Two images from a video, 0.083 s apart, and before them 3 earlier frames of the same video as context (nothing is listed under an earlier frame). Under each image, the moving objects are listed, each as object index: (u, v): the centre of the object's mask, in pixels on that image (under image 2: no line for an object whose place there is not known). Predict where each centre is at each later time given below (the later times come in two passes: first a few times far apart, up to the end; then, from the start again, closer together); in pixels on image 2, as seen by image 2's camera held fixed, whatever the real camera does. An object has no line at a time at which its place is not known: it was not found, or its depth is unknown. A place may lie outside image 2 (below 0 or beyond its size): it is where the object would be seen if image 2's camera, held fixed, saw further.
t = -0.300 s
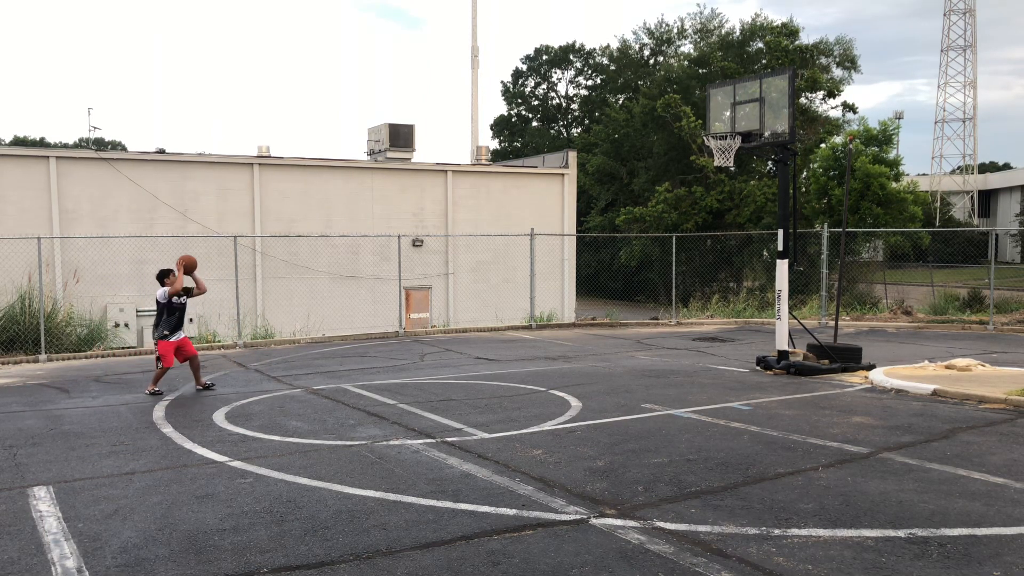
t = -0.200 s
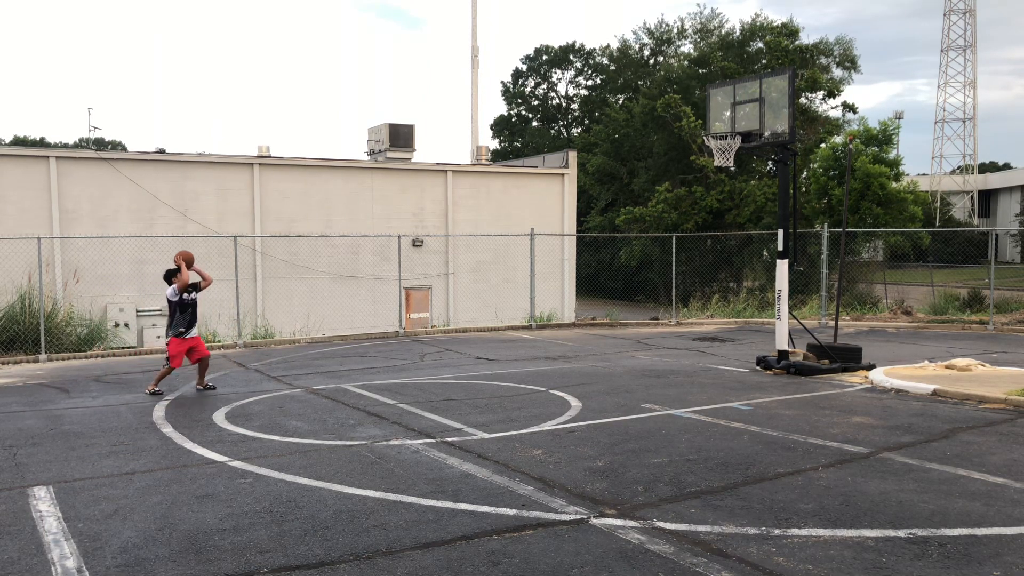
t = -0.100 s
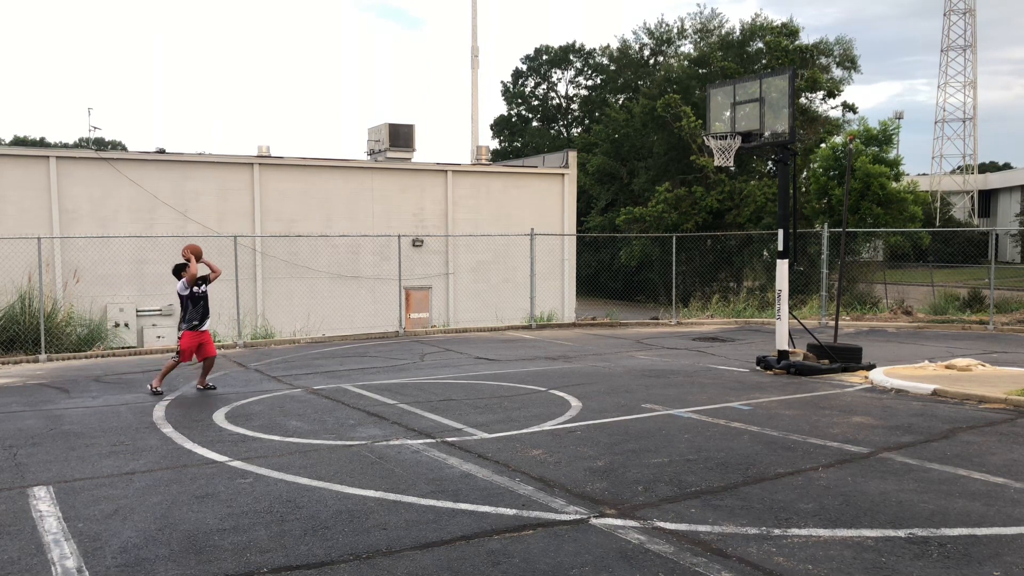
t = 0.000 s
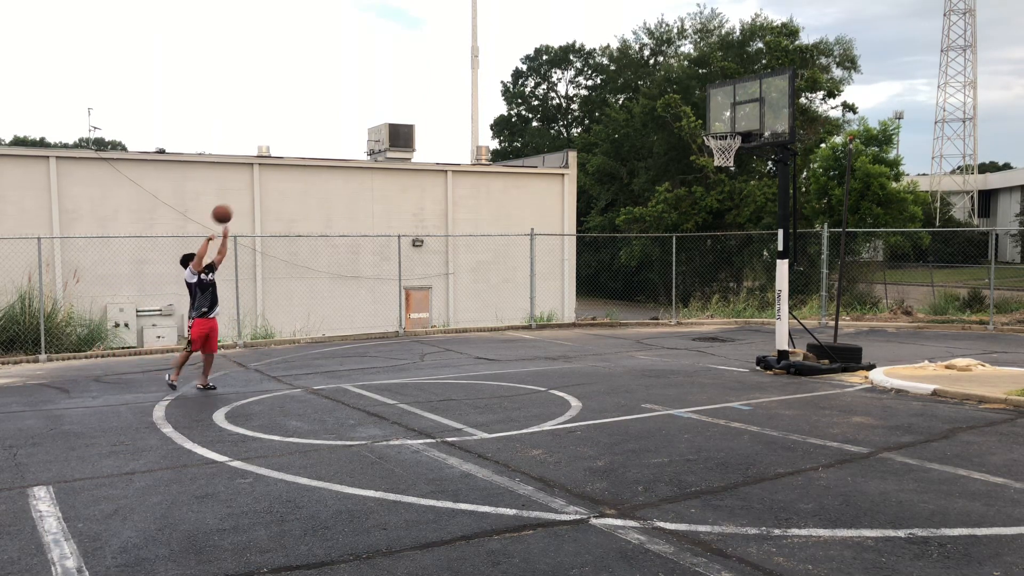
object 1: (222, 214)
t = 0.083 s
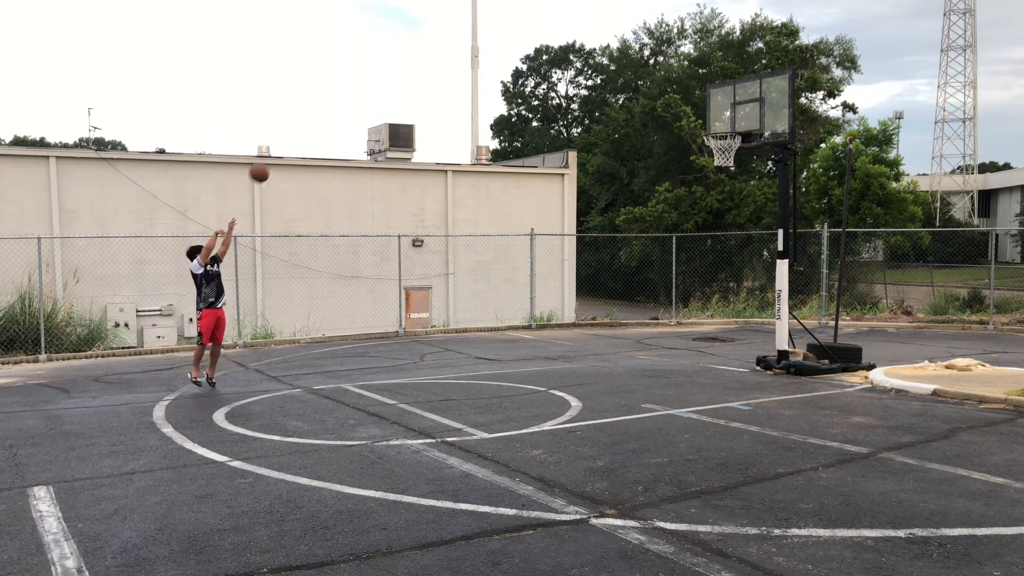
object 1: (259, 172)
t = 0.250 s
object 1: (334, 106)
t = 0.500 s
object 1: (447, 50)
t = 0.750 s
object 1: (559, 45)
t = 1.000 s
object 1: (668, 93)
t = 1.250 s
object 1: (731, 107)
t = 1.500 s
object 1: (767, 114)
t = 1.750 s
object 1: (792, 163)
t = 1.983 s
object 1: (802, 248)
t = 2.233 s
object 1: (813, 379)
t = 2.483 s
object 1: (835, 275)
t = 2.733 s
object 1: (856, 222)
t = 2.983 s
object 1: (878, 228)
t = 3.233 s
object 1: (899, 299)
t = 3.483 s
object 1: (917, 388)
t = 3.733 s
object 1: (934, 304)
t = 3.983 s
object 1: (950, 284)
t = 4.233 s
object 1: (966, 333)
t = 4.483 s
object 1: (979, 398)
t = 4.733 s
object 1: (995, 335)
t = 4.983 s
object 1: (1007, 342)
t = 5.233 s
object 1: (1014, 429)
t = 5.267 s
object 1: (1014, 422)
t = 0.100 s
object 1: (267, 165)
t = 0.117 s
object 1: (274, 158)
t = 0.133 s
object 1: (282, 150)
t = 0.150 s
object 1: (289, 143)
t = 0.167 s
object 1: (297, 136)
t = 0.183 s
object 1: (304, 130)
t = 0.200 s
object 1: (312, 123)
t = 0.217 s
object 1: (319, 117)
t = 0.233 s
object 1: (327, 112)
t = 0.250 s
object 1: (334, 106)
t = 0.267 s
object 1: (342, 101)
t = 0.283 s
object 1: (349, 95)
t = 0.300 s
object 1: (357, 90)
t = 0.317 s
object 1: (364, 86)
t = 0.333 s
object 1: (372, 81)
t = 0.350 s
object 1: (379, 77)
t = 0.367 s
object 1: (387, 73)
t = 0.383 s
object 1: (394, 69)
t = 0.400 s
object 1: (402, 66)
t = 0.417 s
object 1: (409, 63)
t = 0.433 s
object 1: (417, 60)
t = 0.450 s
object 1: (424, 57)
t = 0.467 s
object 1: (432, 54)
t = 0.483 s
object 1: (439, 52)
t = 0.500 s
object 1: (447, 50)
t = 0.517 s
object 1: (454, 48)
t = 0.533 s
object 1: (462, 46)
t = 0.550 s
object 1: (469, 45)
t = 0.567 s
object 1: (477, 44)
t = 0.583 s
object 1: (484, 42)
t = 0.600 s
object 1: (491, 42)
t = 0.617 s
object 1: (499, 41)
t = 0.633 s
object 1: (506, 41)
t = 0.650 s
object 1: (514, 41)
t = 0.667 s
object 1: (521, 41)
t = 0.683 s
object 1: (529, 42)
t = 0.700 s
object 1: (536, 42)
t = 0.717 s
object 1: (544, 43)
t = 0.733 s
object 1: (551, 44)
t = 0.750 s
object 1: (559, 45)
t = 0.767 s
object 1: (566, 47)
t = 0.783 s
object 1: (573, 49)
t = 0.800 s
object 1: (580, 50)
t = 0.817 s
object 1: (588, 53)
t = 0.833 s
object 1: (595, 56)
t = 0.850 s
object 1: (603, 58)
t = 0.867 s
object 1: (612, 61)
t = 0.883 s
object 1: (618, 65)
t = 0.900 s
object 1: (625, 68)
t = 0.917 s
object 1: (633, 71)
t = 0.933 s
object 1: (640, 75)
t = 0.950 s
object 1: (647, 79)
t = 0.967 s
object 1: (654, 84)
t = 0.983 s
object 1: (661, 87)
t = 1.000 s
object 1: (668, 93)
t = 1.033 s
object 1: (682, 104)
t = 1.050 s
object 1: (689, 109)
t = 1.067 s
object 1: (696, 114)
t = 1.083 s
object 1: (704, 120)
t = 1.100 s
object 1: (710, 125)
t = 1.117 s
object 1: (712, 124)
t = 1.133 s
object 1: (715, 121)
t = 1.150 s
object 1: (716, 119)
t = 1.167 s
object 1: (719, 116)
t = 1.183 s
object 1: (721, 114)
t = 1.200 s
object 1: (724, 112)
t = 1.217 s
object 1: (726, 110)
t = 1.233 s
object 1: (729, 109)
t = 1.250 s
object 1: (731, 107)
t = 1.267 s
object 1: (733, 106)
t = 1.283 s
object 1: (736, 105)
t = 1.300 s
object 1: (738, 104)
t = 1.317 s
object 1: (741, 103)
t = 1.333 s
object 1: (744, 103)
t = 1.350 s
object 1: (745, 104)
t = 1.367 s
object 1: (748, 104)
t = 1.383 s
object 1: (750, 104)
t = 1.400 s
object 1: (752, 105)
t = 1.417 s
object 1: (755, 106)
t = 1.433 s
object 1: (758, 107)
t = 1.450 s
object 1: (760, 108)
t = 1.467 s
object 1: (762, 110)
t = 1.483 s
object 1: (765, 112)
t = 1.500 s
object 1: (767, 114)
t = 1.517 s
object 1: (770, 116)
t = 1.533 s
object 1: (771, 119)
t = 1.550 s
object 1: (774, 122)
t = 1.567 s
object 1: (776, 125)
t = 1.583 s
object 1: (778, 128)
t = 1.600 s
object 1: (781, 131)
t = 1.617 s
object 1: (784, 136)
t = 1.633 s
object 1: (786, 139)
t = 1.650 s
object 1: (787, 142)
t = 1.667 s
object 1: (787, 144)
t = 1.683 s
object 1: (788, 148)
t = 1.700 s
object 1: (788, 151)
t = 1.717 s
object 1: (790, 155)
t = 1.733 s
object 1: (792, 159)
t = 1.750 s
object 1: (792, 163)
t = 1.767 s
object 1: (792, 168)
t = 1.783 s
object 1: (792, 172)
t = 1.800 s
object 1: (793, 177)
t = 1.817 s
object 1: (794, 183)
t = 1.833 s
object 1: (795, 188)
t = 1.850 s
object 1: (795, 194)
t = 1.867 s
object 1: (796, 201)
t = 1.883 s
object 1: (797, 205)
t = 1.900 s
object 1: (798, 212)
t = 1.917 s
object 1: (799, 218)
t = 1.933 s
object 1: (800, 227)
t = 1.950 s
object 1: (800, 232)
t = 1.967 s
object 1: (801, 241)
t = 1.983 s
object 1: (802, 248)
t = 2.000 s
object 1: (803, 257)
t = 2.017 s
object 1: (804, 264)
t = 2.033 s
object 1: (804, 274)
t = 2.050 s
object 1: (804, 282)
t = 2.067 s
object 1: (805, 292)
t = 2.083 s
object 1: (806, 301)
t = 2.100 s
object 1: (807, 311)
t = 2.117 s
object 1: (808, 322)
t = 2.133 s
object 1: (809, 332)
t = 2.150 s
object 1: (809, 342)
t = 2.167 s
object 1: (810, 352)
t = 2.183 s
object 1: (811, 364)
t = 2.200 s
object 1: (811, 374)
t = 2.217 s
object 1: (812, 385)
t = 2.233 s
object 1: (813, 379)
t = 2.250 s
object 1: (815, 371)
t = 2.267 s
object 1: (816, 364)
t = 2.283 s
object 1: (818, 356)
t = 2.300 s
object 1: (818, 348)
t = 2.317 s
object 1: (821, 338)
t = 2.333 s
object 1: (822, 331)
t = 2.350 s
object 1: (823, 324)
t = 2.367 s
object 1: (826, 318)
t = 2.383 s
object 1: (826, 310)
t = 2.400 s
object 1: (827, 304)
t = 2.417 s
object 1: (829, 298)
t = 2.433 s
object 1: (831, 292)
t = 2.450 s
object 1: (832, 285)
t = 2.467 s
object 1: (833, 280)
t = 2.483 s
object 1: (835, 275)
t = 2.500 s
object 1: (837, 269)
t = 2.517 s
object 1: (838, 264)
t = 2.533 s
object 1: (839, 259)
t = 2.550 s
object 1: (841, 255)
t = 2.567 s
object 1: (842, 251)
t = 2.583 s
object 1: (843, 249)
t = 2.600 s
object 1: (845, 243)
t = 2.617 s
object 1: (846, 239)
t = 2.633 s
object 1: (848, 236)
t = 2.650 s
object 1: (849, 234)
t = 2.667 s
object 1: (851, 229)
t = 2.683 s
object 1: (852, 227)
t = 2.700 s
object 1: (854, 226)
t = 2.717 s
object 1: (854, 225)
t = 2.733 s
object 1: (856, 222)
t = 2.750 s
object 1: (858, 220)
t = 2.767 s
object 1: (859, 219)
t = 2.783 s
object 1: (860, 218)
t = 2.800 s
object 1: (861, 218)
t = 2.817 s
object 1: (863, 217)
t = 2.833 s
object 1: (865, 217)
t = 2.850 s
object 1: (866, 217)
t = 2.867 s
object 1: (869, 217)
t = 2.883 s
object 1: (869, 218)
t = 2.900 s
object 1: (871, 219)
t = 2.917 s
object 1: (873, 220)
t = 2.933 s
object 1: (874, 221)
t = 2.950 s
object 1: (875, 224)
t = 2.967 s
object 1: (877, 225)
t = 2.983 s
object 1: (878, 228)
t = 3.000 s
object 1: (879, 230)
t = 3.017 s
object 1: (881, 233)
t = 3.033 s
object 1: (882, 236)
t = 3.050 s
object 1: (884, 241)
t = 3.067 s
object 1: (885, 244)
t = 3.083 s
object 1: (887, 248)
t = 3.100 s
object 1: (887, 252)
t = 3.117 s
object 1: (889, 256)
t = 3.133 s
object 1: (891, 262)
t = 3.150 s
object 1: (891, 267)
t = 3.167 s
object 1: (893, 272)
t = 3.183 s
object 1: (895, 278)
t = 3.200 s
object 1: (896, 285)
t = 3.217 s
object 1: (897, 291)
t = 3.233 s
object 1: (899, 299)
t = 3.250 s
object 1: (900, 305)
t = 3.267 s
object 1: (901, 312)
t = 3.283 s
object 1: (902, 320)
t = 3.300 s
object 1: (903, 328)
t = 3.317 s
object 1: (905, 336)
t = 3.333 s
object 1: (906, 345)
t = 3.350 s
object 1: (907, 353)
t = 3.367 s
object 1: (908, 362)
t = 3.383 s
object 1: (909, 372)
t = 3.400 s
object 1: (911, 382)
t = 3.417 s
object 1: (912, 392)
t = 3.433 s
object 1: (914, 404)
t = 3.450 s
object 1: (915, 404)
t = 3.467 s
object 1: (915, 396)
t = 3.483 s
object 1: (917, 388)
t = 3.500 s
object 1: (918, 380)
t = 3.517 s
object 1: (919, 373)
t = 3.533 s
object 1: (920, 366)
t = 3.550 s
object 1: (922, 359)
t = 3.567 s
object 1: (923, 353)
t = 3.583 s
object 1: (924, 347)
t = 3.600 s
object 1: (925, 342)
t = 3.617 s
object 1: (926, 336)
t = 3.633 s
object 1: (928, 331)
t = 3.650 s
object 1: (929, 326)
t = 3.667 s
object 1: (930, 320)
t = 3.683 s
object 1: (931, 316)
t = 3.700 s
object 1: (932, 311)
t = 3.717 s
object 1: (934, 309)
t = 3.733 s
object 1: (934, 304)
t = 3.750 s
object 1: (935, 301)
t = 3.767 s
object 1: (937, 298)
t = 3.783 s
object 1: (938, 295)
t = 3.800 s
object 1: (939, 293)
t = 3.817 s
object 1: (940, 290)
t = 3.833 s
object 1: (941, 288)
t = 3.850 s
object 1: (942, 286)
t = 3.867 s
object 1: (943, 285)
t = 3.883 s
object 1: (945, 284)
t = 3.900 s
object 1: (946, 283)
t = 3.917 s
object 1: (946, 283)
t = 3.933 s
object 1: (948, 282)
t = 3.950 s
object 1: (949, 283)
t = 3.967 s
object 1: (950, 283)
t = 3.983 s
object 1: (950, 284)
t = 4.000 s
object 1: (952, 285)
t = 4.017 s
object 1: (953, 286)
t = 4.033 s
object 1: (954, 288)
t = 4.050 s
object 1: (955, 290)
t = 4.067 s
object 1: (956, 292)
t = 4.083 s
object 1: (957, 295)
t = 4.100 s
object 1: (958, 297)
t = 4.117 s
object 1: (959, 301)
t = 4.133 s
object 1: (960, 304)
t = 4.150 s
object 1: (961, 308)
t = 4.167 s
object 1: (962, 312)
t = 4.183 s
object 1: (963, 317)
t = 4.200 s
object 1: (964, 322)
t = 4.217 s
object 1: (965, 328)
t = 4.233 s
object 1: (966, 333)
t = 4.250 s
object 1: (967, 340)
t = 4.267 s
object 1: (968, 345)
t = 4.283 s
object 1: (969, 351)
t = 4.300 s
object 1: (970, 359)
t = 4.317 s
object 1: (970, 366)
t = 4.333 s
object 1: (971, 373)
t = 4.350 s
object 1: (972, 381)
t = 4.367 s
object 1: (973, 388)
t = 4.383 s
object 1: (974, 398)
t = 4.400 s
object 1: (975, 407)
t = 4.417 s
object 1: (976, 417)
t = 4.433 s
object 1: (977, 418)
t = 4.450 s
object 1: (978, 411)
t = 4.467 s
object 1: (979, 405)
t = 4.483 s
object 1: (979, 398)
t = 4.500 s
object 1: (981, 391)
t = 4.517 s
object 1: (982, 385)
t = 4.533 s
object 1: (983, 380)
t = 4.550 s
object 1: (984, 374)
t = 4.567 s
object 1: (985, 369)
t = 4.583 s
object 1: (986, 364)
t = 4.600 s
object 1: (988, 360)
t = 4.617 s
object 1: (988, 355)
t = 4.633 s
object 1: (989, 351)
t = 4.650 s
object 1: (990, 348)
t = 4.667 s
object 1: (991, 345)
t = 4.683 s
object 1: (992, 342)
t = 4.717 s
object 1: (994, 337)
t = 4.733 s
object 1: (995, 335)
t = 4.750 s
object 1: (996, 332)
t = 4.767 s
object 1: (997, 331)
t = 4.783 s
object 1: (997, 331)
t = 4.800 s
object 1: (998, 330)
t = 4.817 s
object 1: (1000, 329)
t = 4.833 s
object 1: (1001, 329)
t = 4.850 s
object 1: (1001, 329)
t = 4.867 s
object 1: (1002, 329)
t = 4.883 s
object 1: (1003, 330)
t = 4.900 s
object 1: (1003, 331)
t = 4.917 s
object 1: (1004, 332)
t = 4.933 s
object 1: (1006, 336)
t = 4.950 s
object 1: (1007, 338)
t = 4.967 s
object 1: (1007, 340)
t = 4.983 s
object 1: (1007, 342)
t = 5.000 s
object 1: (1008, 346)
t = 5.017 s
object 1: (1009, 349)
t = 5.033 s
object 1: (1009, 354)
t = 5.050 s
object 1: (1010, 358)
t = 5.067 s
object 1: (1010, 363)
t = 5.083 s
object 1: (1011, 368)
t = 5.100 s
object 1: (1011, 373)
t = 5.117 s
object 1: (1011, 379)
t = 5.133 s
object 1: (1012, 385)
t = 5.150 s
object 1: (1012, 391)
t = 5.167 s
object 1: (1012, 398)
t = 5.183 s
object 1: (1012, 405)
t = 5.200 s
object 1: (1013, 412)
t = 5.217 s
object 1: (1013, 420)
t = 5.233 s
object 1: (1014, 429)
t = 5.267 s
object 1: (1014, 422)
